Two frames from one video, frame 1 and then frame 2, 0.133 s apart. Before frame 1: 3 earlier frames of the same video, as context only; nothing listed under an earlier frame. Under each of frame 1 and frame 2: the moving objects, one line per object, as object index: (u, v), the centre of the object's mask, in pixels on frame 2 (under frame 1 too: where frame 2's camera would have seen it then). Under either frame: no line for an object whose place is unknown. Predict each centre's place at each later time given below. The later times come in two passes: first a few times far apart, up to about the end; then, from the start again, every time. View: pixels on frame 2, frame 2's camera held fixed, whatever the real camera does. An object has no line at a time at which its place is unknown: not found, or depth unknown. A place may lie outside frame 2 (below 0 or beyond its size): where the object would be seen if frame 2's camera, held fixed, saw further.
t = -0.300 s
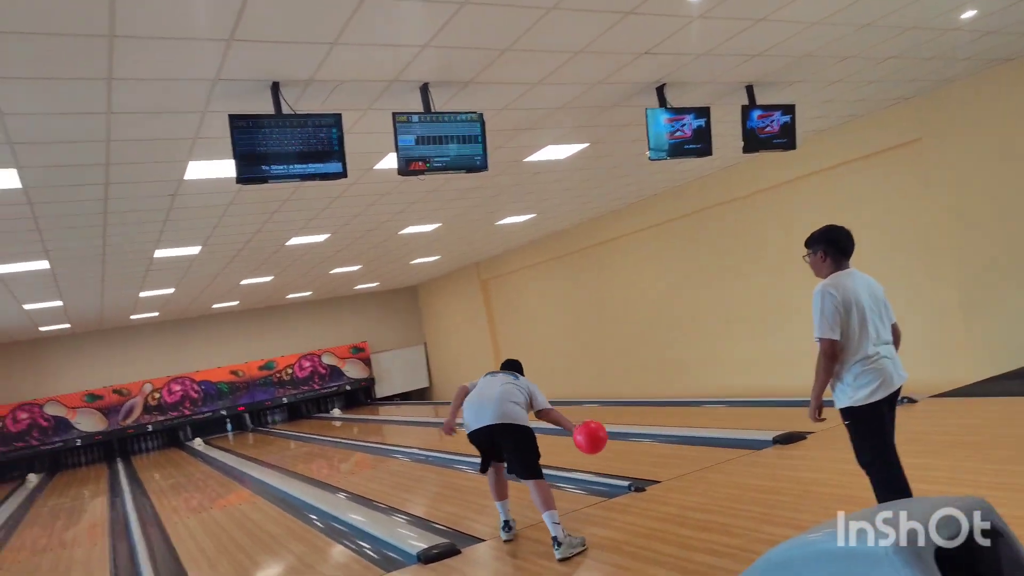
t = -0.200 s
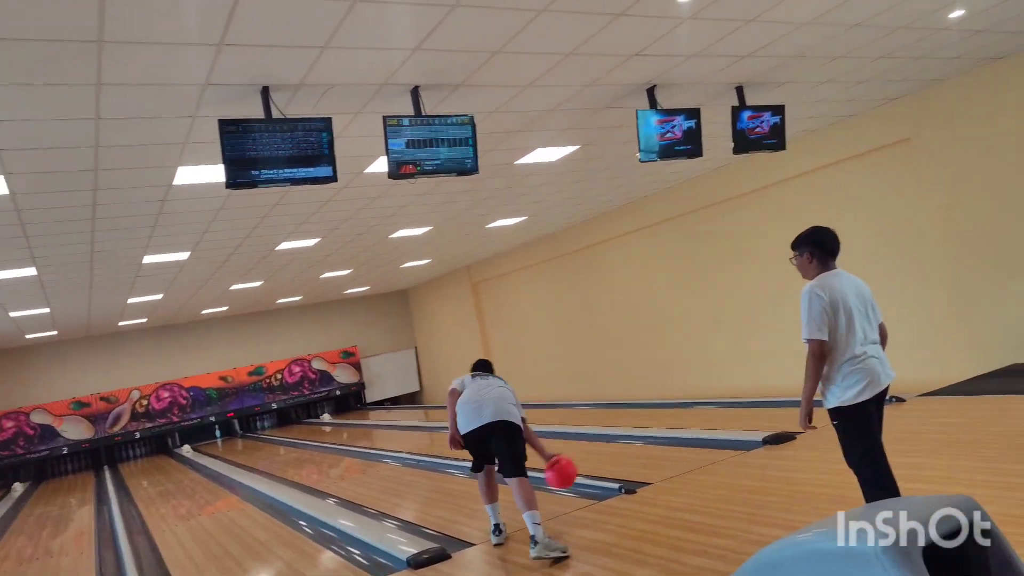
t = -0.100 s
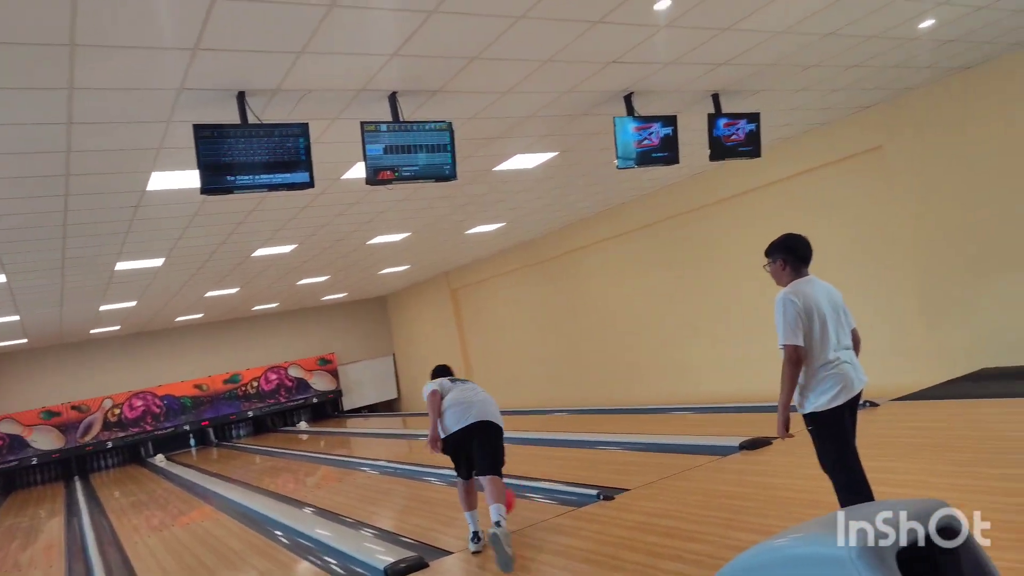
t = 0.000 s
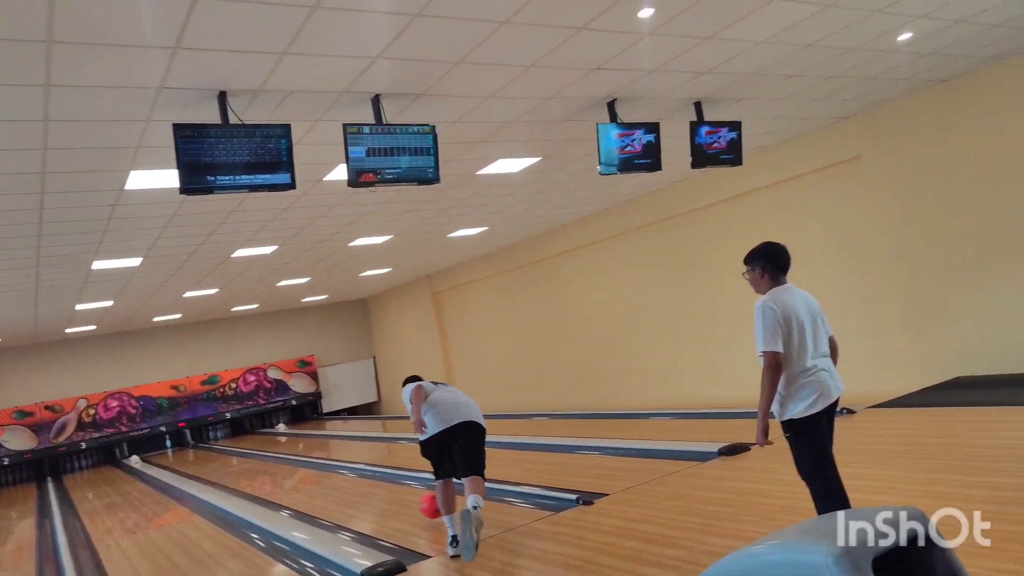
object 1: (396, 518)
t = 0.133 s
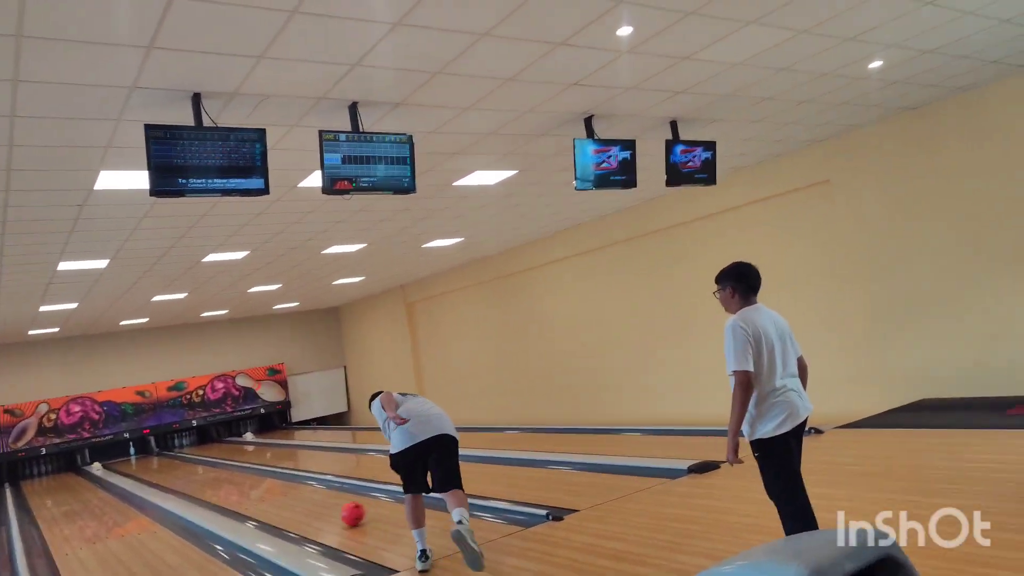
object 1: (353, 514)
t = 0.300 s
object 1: (309, 504)
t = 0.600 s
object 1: (246, 490)
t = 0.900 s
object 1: (206, 482)
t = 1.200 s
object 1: (179, 476)
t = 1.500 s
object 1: (157, 471)
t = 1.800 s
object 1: (142, 468)
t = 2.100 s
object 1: (129, 465)
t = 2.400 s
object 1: (119, 463)
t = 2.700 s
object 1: (109, 461)
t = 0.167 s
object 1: (341, 512)
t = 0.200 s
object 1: (329, 510)
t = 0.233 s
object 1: (319, 508)
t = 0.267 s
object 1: (314, 506)
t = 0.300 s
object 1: (309, 504)
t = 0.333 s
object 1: (301, 502)
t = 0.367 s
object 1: (292, 500)
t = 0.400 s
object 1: (284, 498)
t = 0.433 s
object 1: (275, 497)
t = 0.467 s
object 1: (268, 495)
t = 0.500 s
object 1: (263, 494)
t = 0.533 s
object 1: (257, 492)
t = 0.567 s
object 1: (252, 491)
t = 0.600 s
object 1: (246, 490)
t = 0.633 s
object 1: (241, 489)
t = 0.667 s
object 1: (235, 488)
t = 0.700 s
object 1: (229, 487)
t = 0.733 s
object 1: (224, 486)
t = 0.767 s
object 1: (220, 485)
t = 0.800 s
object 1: (216, 484)
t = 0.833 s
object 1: (214, 483)
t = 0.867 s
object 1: (210, 483)
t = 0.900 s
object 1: (206, 482)
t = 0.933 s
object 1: (202, 481)
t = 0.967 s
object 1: (198, 481)
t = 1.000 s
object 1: (195, 480)
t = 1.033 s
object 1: (192, 479)
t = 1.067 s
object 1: (189, 478)
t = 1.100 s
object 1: (187, 478)
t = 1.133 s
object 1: (184, 477)
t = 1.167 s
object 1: (181, 476)
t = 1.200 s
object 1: (179, 476)
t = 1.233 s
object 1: (176, 475)
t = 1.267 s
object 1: (174, 474)
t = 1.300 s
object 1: (171, 474)
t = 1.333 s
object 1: (169, 473)
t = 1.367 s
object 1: (167, 473)
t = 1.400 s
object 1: (165, 472)
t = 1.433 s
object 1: (161, 472)
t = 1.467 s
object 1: (159, 472)
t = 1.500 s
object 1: (157, 471)
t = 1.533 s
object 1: (155, 470)
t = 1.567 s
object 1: (153, 470)
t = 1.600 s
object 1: (151, 470)
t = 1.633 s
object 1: (149, 469)
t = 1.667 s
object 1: (147, 469)
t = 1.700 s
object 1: (146, 469)
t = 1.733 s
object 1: (145, 469)
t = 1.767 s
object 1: (143, 468)
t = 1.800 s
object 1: (142, 468)
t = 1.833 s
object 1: (140, 467)
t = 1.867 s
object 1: (139, 467)
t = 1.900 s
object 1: (137, 467)
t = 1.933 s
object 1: (136, 467)
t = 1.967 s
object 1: (134, 466)
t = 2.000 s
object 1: (133, 466)
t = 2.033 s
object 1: (132, 466)
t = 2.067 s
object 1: (131, 465)
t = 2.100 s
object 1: (129, 465)
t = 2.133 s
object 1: (129, 465)
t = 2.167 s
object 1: (127, 465)
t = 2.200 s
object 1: (126, 465)
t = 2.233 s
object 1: (124, 464)
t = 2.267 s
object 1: (124, 464)
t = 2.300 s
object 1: (122, 464)
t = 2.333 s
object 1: (121, 464)
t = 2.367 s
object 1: (120, 463)
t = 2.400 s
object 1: (119, 463)
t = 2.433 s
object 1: (117, 463)
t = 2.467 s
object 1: (116, 462)
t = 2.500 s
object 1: (115, 463)
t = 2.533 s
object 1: (114, 462)
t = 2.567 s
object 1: (113, 462)
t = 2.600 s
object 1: (112, 462)
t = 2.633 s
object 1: (111, 461)
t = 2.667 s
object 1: (110, 461)
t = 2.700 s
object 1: (109, 461)
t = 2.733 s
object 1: (108, 461)
